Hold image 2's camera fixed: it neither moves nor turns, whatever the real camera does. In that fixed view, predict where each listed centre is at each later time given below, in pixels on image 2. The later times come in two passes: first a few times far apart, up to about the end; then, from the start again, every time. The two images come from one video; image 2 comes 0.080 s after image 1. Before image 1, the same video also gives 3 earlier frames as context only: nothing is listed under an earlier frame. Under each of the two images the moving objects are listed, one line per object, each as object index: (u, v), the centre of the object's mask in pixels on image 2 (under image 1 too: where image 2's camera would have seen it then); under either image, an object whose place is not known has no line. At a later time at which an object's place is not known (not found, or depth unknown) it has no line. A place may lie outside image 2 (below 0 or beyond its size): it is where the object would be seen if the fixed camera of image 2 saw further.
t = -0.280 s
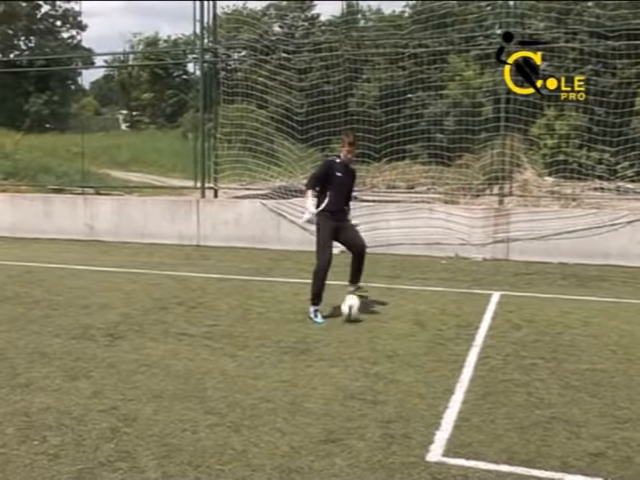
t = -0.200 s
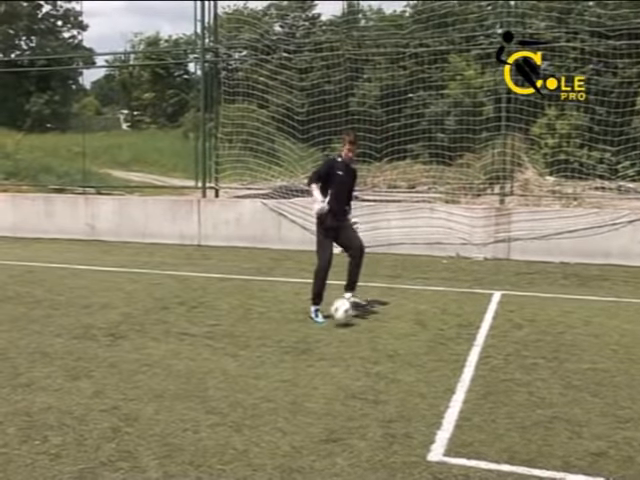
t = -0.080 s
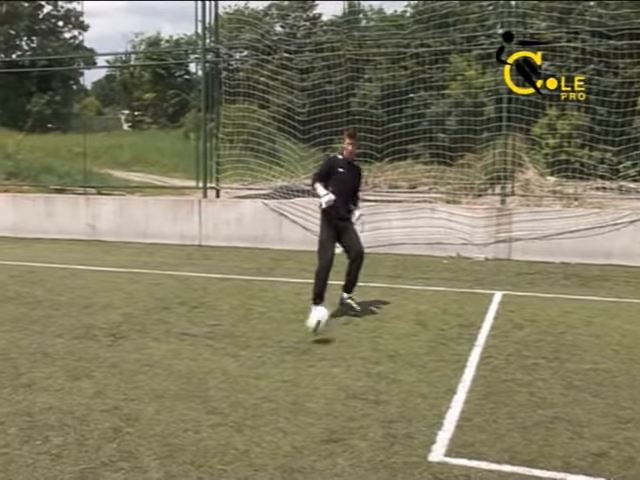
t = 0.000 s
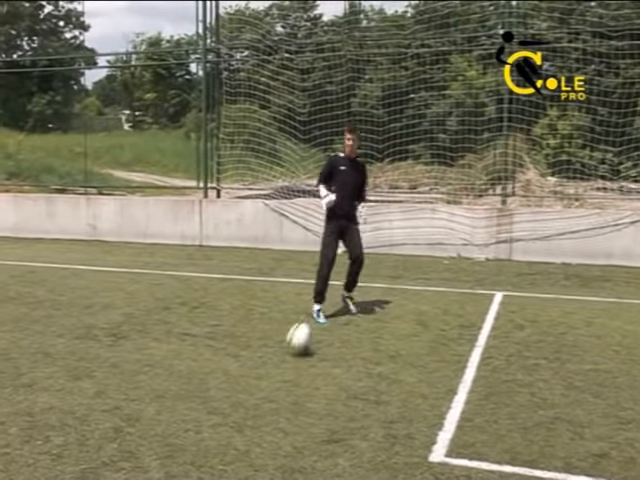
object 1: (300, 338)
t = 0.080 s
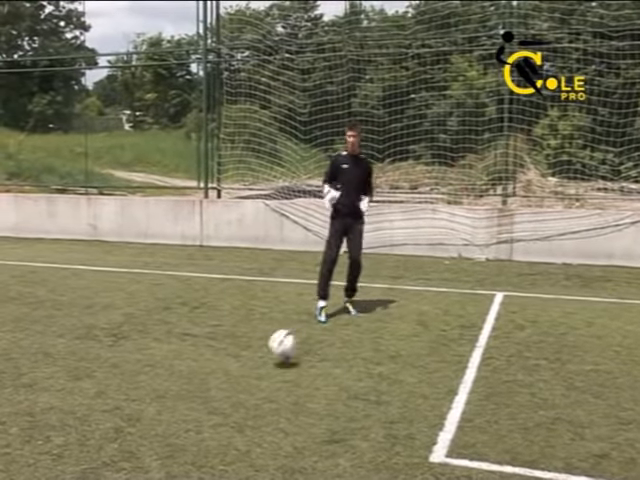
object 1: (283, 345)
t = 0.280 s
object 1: (232, 380)
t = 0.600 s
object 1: (115, 443)
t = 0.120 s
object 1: (274, 350)
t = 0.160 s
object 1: (262, 356)
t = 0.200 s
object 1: (253, 364)
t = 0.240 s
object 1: (241, 373)
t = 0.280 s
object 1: (232, 380)
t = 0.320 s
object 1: (219, 386)
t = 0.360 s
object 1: (207, 393)
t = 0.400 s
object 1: (194, 399)
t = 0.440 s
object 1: (179, 408)
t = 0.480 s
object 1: (167, 416)
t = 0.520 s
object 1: (148, 421)
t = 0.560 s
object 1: (133, 431)
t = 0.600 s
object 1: (115, 443)
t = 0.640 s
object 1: (97, 451)
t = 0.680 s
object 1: (77, 456)
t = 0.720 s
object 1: (55, 460)
